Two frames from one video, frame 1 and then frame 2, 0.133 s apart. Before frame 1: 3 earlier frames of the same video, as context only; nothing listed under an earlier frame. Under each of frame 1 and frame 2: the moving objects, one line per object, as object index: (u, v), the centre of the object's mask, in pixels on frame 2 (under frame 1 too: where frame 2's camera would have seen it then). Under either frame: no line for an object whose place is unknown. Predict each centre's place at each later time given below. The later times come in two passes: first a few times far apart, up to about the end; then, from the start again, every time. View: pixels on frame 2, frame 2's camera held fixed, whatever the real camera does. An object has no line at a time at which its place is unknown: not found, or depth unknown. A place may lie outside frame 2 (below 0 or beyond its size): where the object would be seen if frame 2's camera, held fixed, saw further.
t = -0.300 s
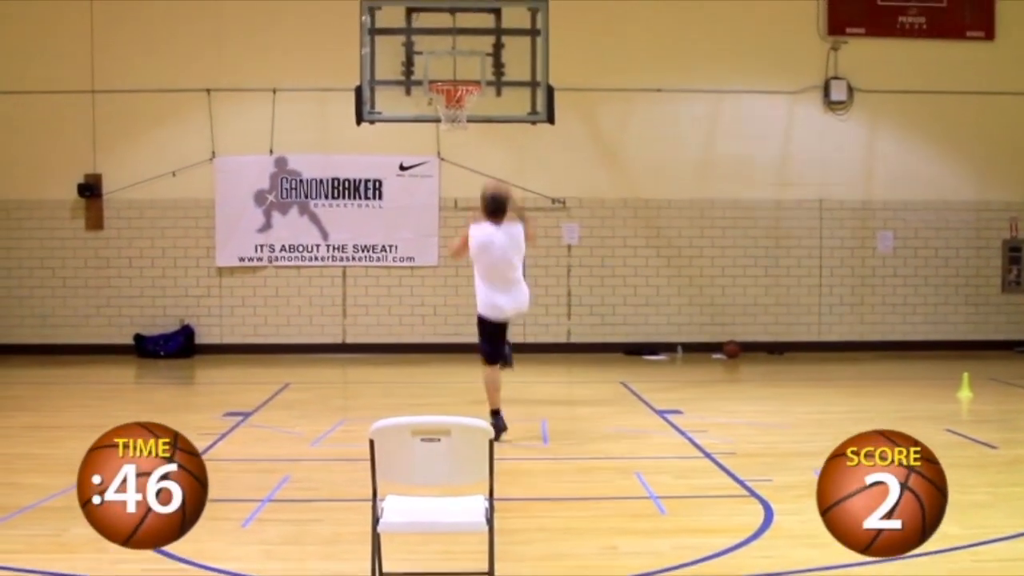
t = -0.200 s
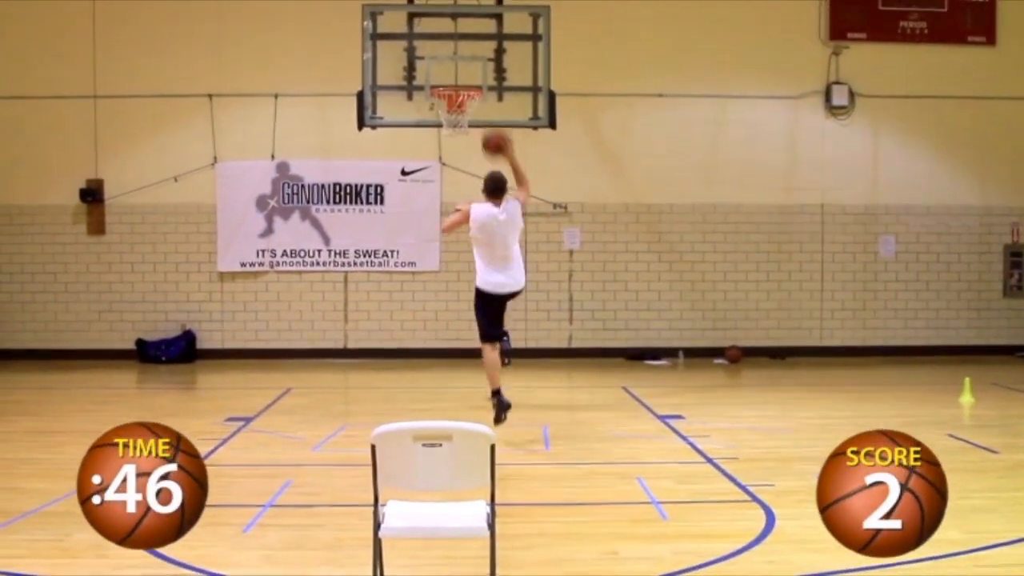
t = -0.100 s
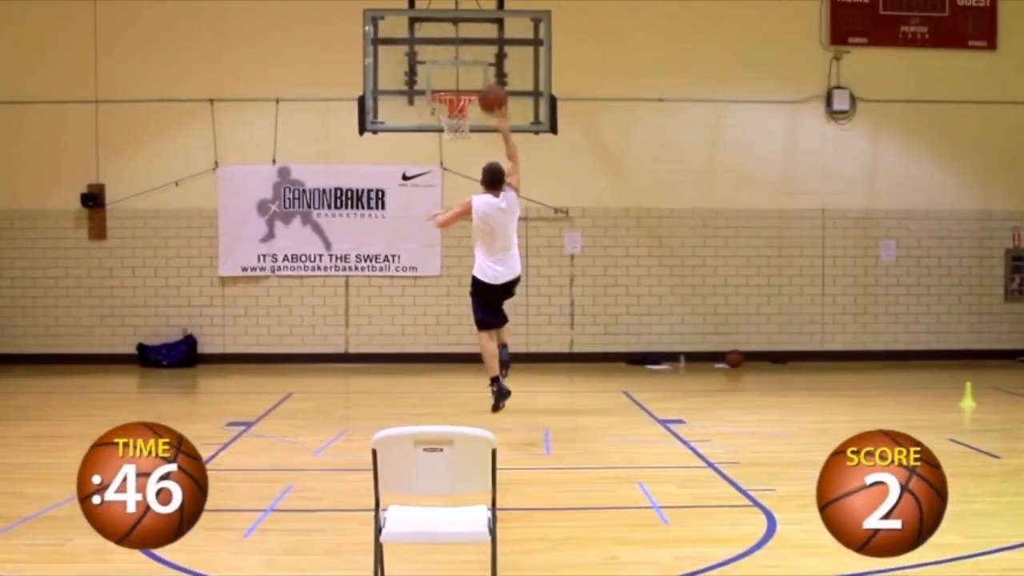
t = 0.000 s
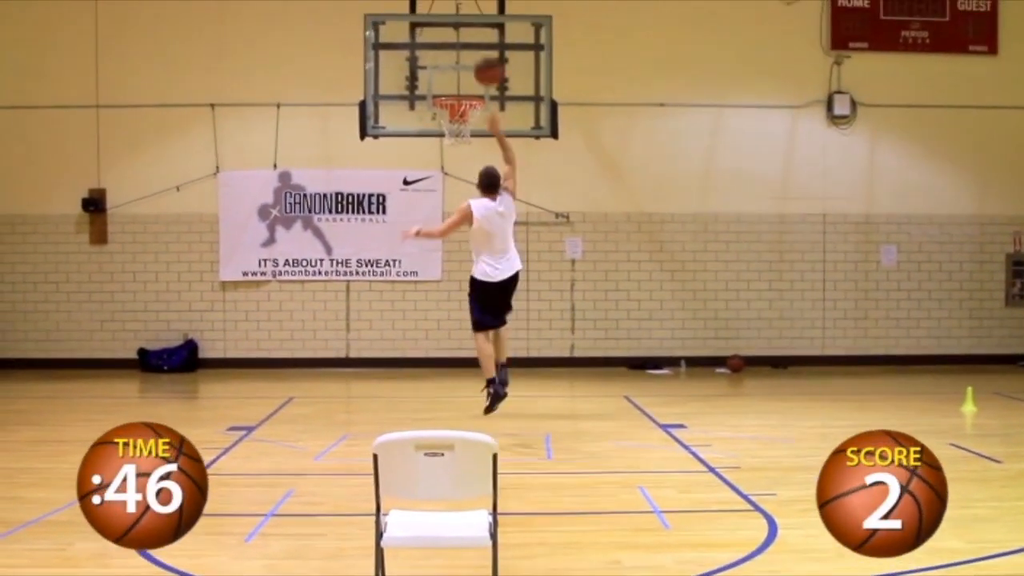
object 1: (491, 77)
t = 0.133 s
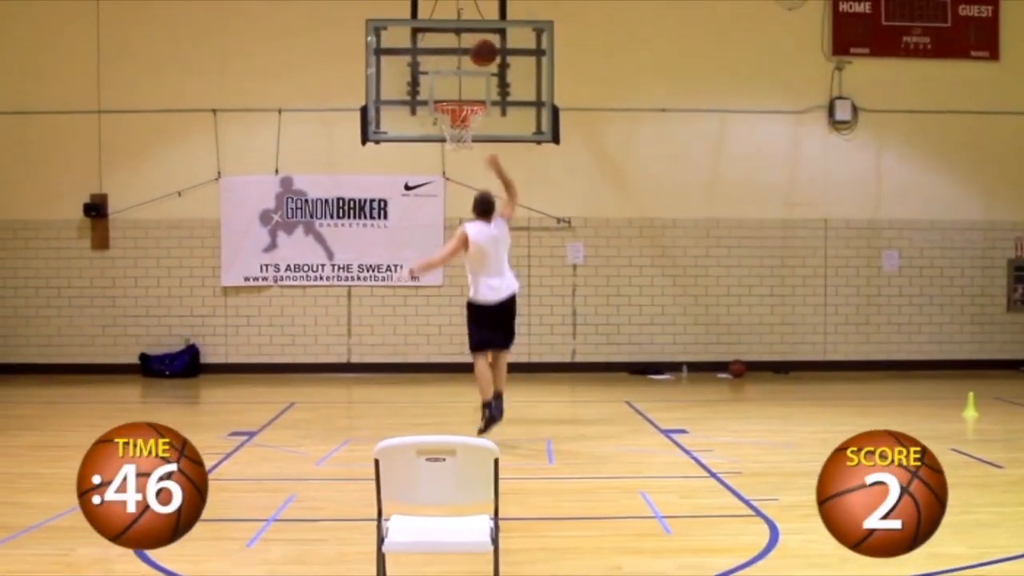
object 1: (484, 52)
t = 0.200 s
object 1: (480, 49)
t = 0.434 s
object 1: (470, 71)
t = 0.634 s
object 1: (459, 127)
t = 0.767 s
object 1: (450, 170)
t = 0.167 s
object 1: (482, 50)
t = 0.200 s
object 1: (480, 49)
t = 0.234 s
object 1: (479, 48)
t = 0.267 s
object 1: (477, 49)
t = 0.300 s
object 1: (476, 51)
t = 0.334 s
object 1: (474, 54)
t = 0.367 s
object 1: (473, 59)
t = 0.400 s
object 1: (471, 64)
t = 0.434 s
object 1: (470, 71)
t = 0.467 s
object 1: (469, 79)
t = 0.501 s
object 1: (467, 87)
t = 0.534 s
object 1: (466, 93)
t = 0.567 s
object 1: (467, 99)
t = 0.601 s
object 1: (460, 120)
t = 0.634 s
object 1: (459, 127)
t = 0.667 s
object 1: (458, 136)
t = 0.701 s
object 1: (455, 151)
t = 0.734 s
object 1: (452, 157)
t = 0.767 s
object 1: (450, 170)
